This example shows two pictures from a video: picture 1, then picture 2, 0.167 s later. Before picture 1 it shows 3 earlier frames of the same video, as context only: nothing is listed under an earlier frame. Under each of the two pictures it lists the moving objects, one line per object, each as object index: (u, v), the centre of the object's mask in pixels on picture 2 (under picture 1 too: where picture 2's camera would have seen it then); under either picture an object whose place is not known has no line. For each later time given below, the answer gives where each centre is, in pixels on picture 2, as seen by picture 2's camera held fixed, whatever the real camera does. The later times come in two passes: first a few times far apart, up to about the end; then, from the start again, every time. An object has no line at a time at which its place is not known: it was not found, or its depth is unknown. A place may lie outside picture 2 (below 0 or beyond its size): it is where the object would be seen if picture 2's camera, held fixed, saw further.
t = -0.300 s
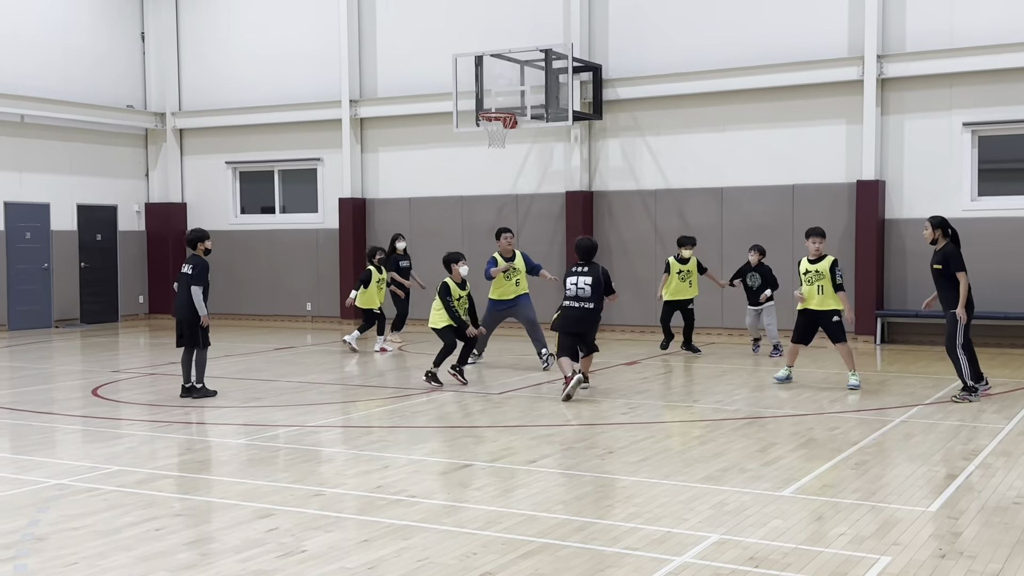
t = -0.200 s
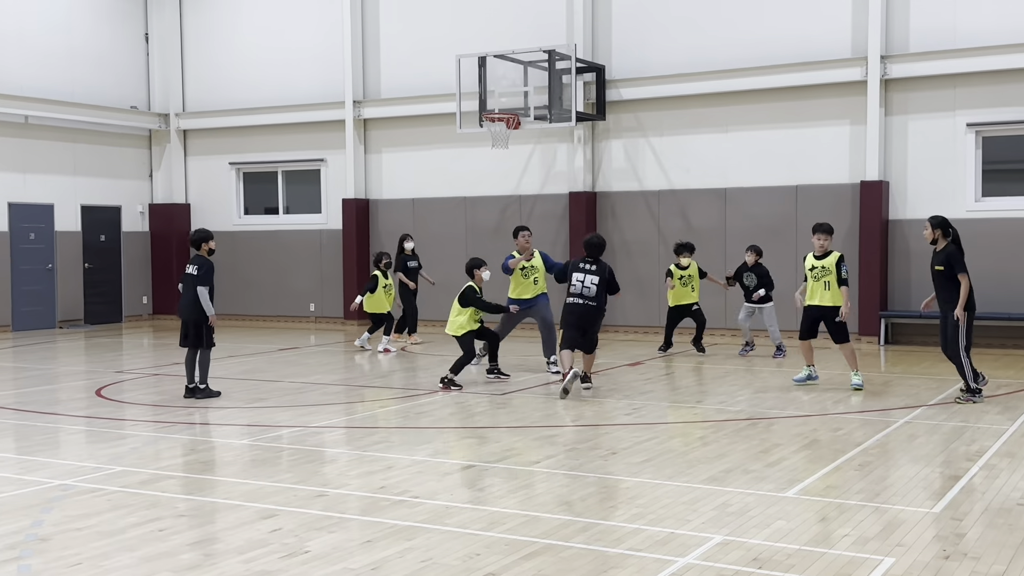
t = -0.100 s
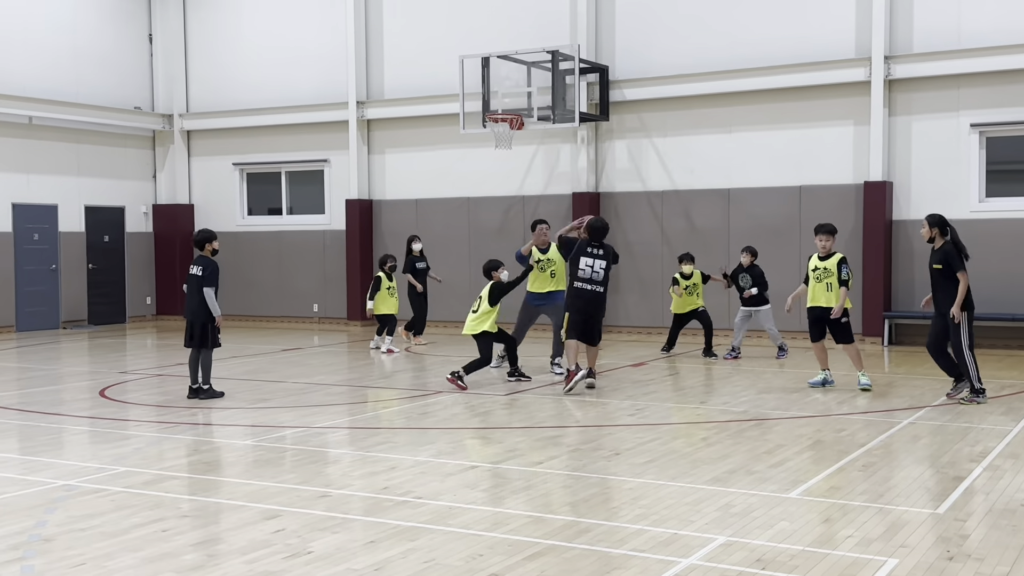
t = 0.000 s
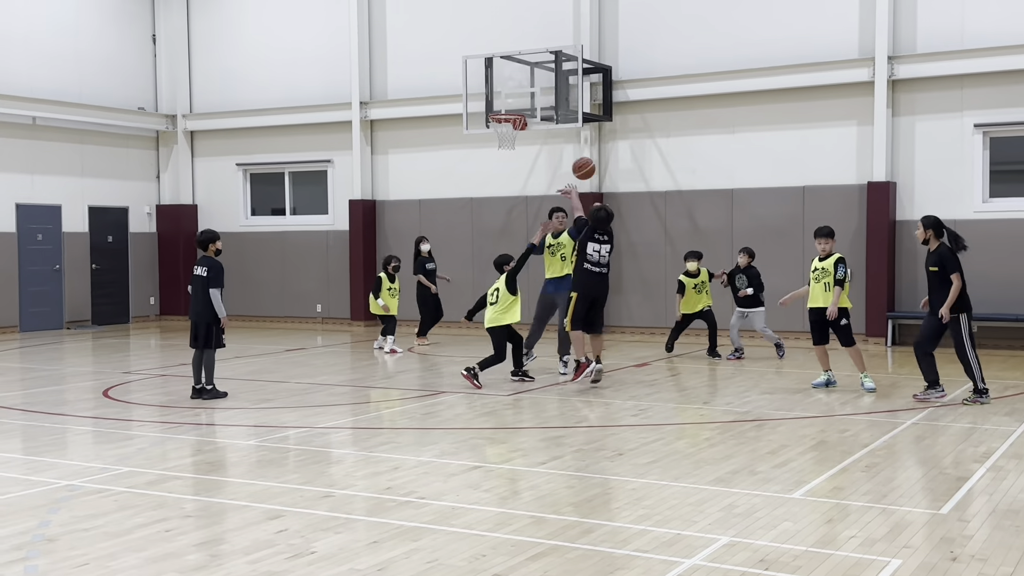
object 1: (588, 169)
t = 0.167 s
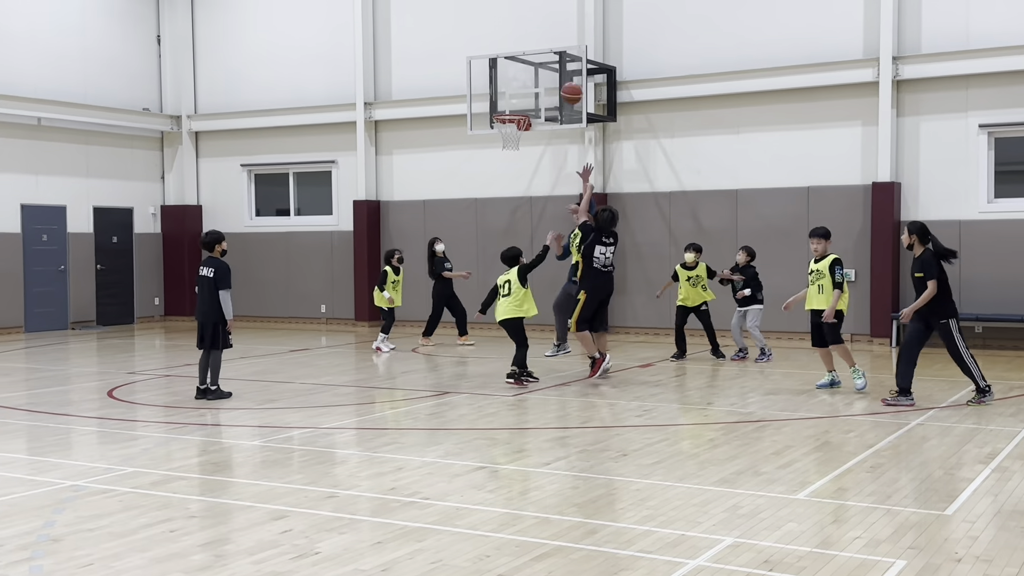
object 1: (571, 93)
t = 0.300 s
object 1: (561, 57)
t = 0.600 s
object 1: (540, 37)
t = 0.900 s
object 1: (516, 81)
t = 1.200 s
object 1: (451, 123)
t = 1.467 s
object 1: (389, 192)
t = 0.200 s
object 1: (569, 82)
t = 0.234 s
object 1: (566, 72)
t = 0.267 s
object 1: (564, 64)
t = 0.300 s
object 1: (561, 57)
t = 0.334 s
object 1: (558, 51)
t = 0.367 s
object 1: (556, 45)
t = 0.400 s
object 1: (553, 41)
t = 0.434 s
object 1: (551, 38)
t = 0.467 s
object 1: (549, 36)
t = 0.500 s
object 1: (546, 35)
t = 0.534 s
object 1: (544, 35)
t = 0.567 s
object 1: (542, 35)
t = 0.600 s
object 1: (540, 37)
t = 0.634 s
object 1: (538, 40)
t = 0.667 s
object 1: (536, 43)
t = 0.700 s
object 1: (534, 47)
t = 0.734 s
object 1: (533, 52)
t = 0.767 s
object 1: (531, 57)
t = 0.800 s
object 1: (529, 64)
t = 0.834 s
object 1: (527, 71)
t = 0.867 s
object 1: (523, 76)
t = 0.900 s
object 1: (516, 81)
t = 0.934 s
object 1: (510, 86)
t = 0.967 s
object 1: (503, 92)
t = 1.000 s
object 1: (496, 99)
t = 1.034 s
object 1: (490, 107)
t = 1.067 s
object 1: (482, 109)
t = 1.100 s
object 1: (475, 112)
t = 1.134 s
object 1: (467, 114)
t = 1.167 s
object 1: (459, 118)
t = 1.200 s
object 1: (451, 123)
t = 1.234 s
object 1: (443, 128)
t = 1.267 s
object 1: (436, 135)
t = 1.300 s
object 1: (428, 142)
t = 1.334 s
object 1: (420, 151)
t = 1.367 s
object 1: (412, 160)
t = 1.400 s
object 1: (404, 170)
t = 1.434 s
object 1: (397, 180)
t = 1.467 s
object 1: (389, 192)
